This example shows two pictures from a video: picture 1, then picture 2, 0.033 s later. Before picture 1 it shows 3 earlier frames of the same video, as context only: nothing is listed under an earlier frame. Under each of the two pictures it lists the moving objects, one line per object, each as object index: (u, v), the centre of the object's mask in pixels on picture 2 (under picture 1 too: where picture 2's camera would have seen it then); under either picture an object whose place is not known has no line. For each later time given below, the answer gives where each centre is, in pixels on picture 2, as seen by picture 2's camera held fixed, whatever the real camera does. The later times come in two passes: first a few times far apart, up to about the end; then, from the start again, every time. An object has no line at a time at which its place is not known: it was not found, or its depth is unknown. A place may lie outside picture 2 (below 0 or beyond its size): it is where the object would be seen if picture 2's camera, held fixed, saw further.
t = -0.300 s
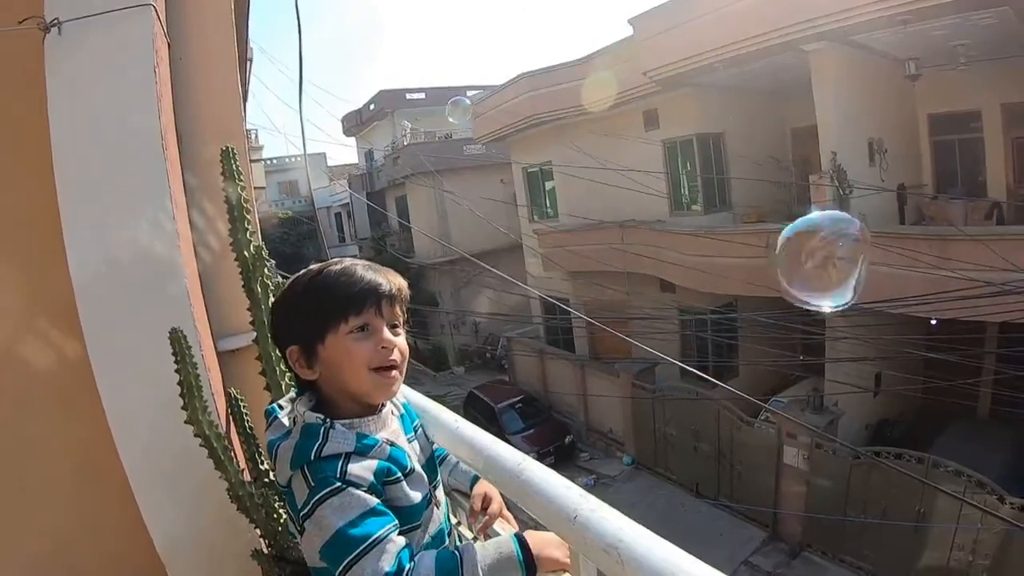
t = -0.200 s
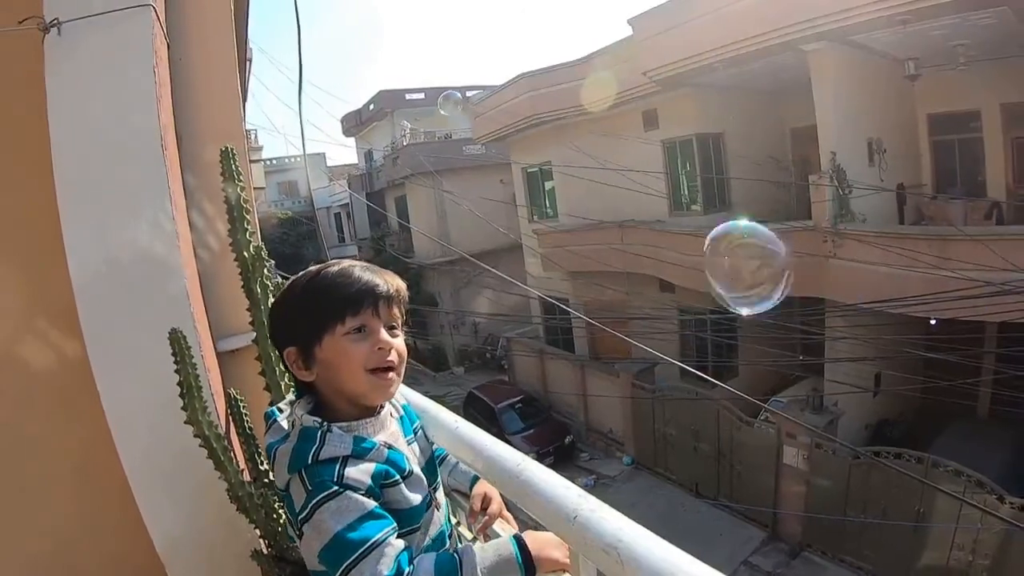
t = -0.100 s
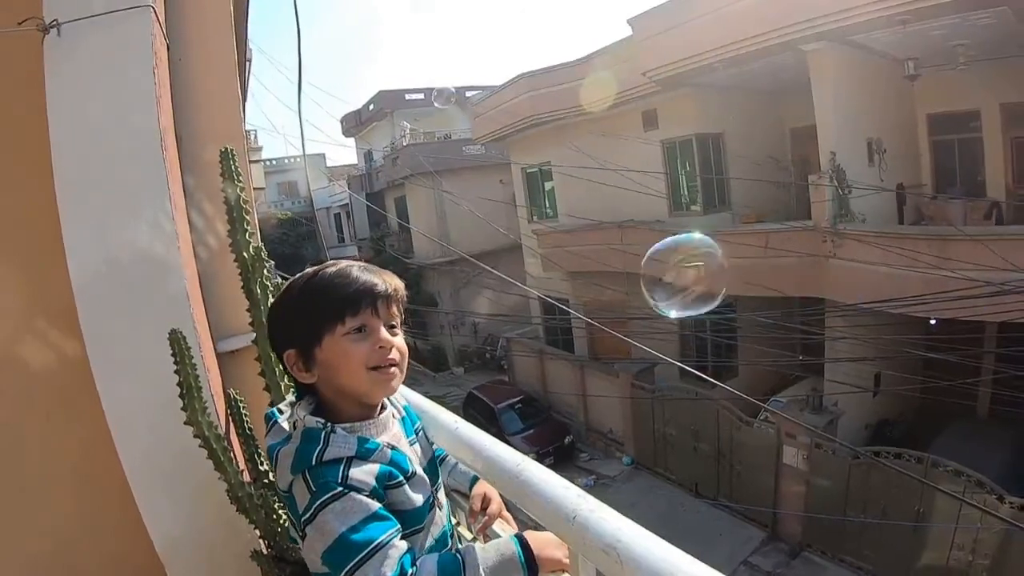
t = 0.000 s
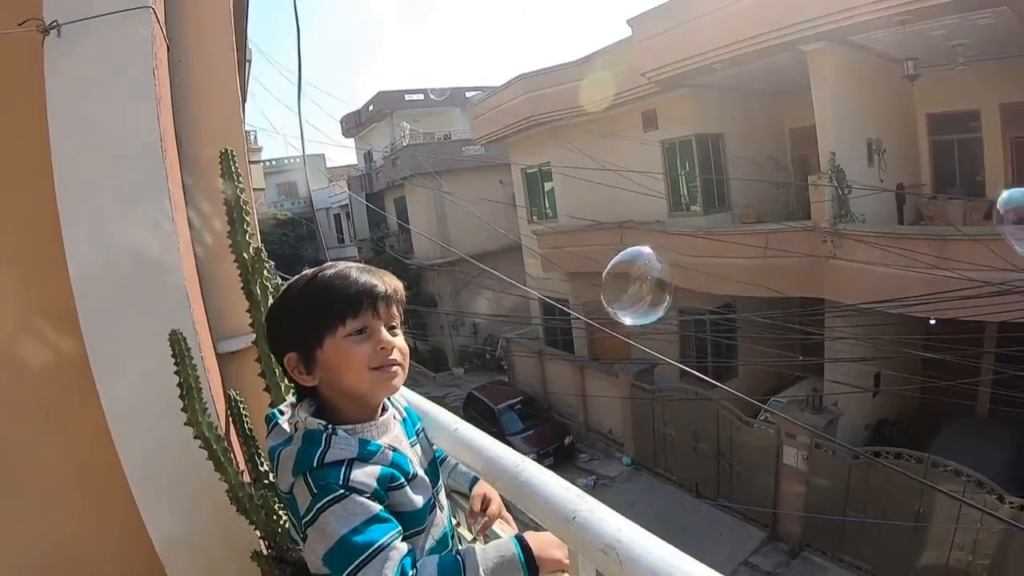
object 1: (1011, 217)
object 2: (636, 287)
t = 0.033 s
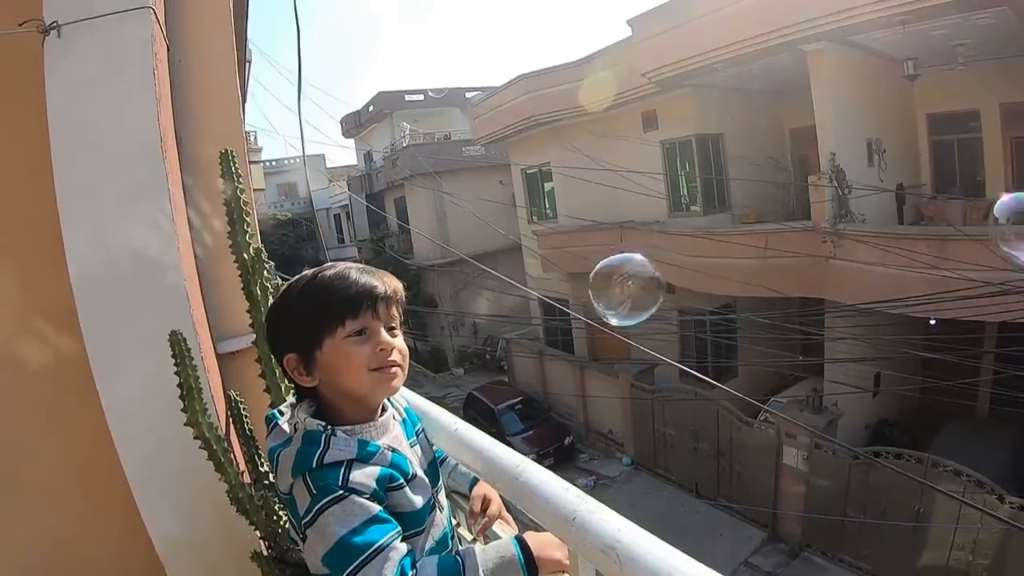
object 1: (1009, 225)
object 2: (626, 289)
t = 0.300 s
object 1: (1000, 252)
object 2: (566, 284)
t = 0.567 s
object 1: (1001, 204)
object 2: (543, 246)
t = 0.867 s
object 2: (514, 213)
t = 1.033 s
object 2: (494, 204)
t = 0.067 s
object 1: (1007, 230)
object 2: (614, 291)
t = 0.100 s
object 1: (1005, 237)
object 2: (606, 292)
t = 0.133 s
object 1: (1005, 242)
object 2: (596, 293)
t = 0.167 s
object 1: (1007, 248)
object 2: (589, 291)
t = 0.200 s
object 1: (1006, 250)
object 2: (582, 291)
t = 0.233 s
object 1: (1001, 252)
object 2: (576, 288)
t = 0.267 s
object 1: (1000, 252)
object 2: (572, 287)
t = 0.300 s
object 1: (1000, 252)
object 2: (566, 284)
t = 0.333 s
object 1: (1000, 253)
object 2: (563, 280)
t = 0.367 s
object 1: (1001, 251)
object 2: (559, 276)
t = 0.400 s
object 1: (1002, 245)
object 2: (557, 272)
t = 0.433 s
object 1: (1002, 239)
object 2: (553, 267)
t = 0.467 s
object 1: (1001, 229)
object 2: (550, 261)
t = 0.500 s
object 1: (1002, 217)
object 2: (548, 256)
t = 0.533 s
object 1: (1001, 208)
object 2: (546, 251)
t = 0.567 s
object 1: (1001, 204)
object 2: (543, 246)
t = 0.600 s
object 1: (1003, 198)
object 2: (541, 241)
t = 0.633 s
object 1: (1004, 196)
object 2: (538, 237)
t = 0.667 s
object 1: (1008, 201)
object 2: (535, 233)
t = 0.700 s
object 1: (1008, 196)
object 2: (531, 229)
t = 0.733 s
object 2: (528, 226)
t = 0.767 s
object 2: (525, 222)
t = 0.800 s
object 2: (521, 219)
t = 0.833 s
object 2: (517, 216)
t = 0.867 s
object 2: (514, 213)
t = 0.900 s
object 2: (510, 211)
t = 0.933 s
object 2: (505, 209)
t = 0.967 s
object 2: (502, 207)
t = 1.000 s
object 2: (498, 205)
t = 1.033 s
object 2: (494, 204)
